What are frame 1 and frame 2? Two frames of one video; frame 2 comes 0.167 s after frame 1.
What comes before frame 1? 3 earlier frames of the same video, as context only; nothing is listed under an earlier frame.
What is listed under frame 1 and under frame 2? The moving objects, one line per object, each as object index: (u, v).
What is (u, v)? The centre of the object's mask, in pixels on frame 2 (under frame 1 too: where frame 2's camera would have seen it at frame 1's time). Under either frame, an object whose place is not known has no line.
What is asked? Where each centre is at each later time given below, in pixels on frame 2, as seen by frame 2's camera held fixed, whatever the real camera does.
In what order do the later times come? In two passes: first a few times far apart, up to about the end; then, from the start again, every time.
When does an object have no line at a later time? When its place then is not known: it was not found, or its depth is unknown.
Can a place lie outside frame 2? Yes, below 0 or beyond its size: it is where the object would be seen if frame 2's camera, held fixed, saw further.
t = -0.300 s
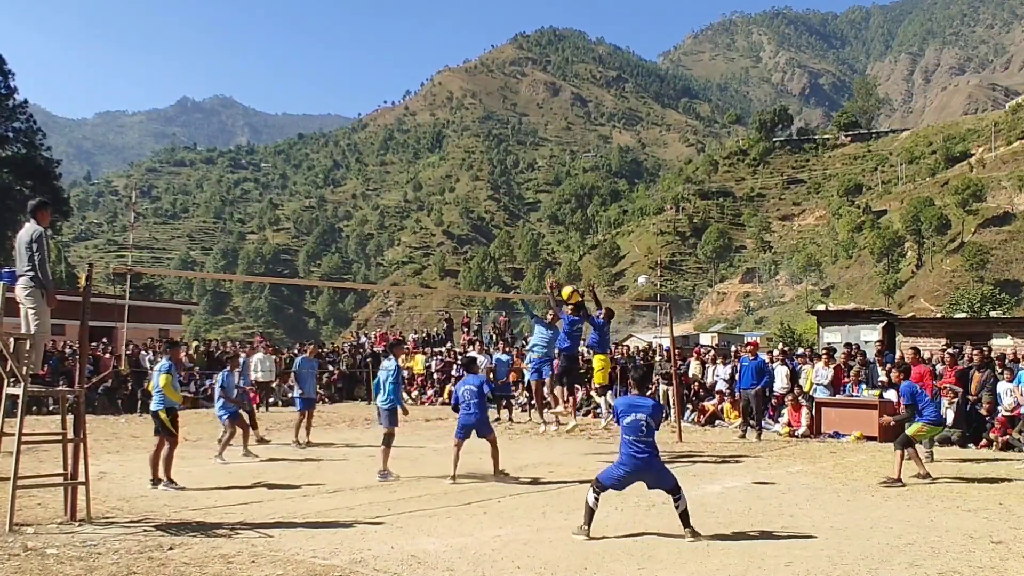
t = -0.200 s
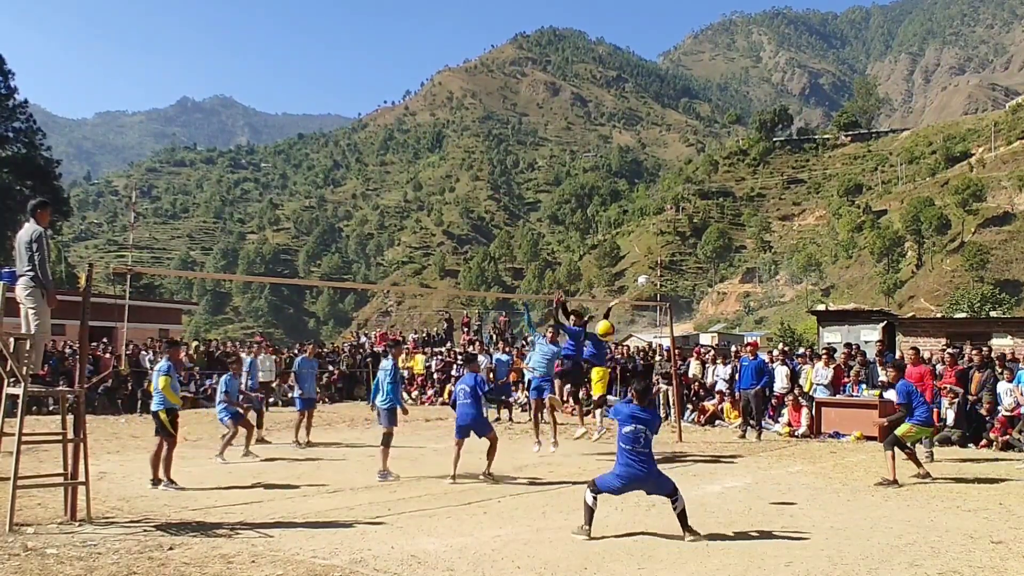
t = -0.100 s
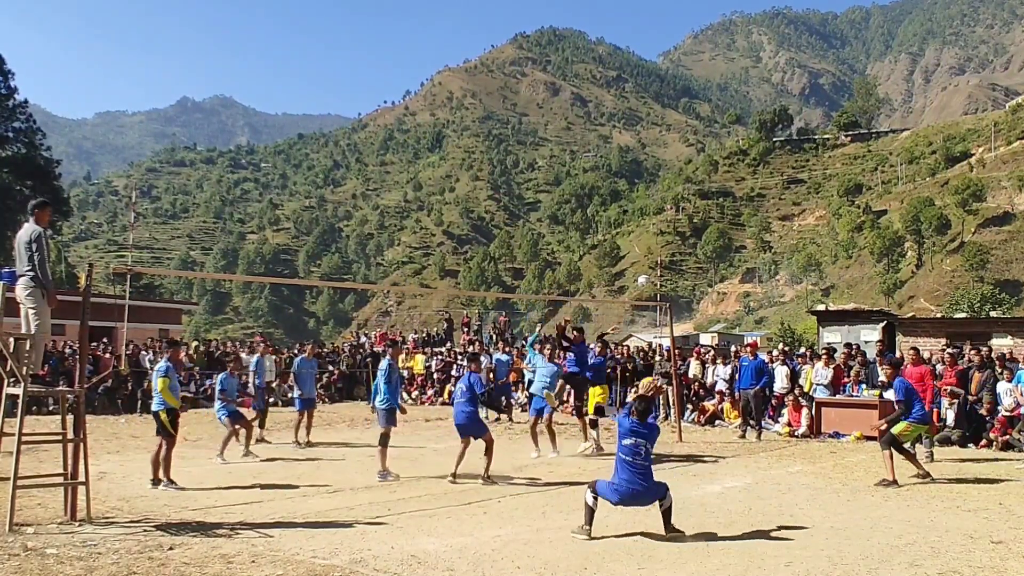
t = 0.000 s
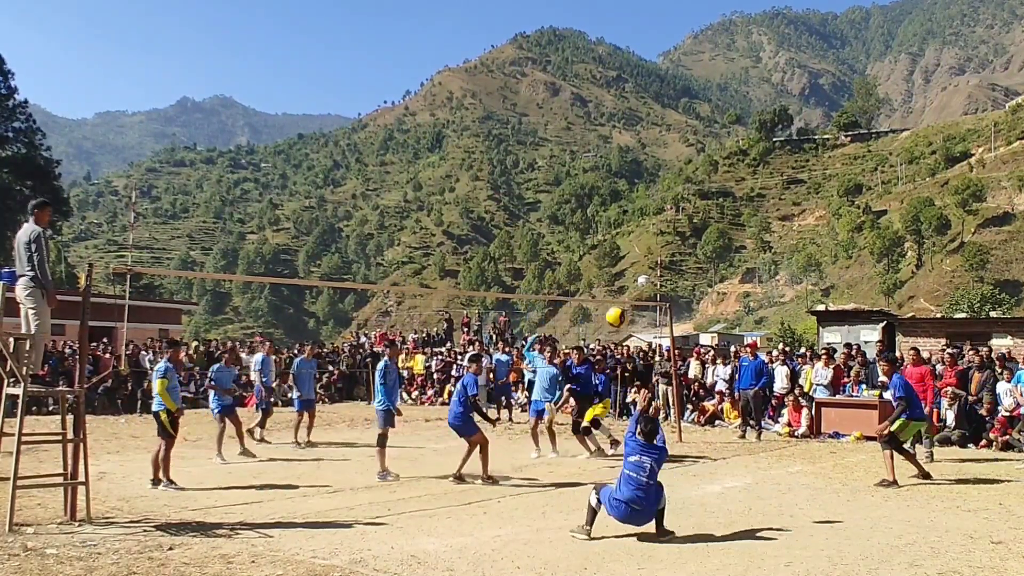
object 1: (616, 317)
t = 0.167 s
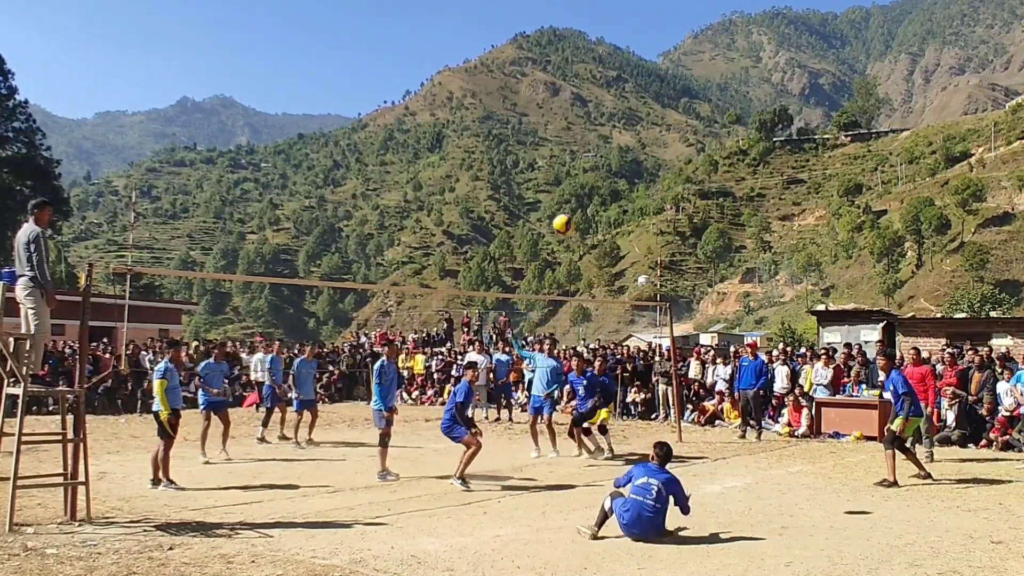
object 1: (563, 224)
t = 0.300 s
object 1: (523, 176)
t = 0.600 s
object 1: (440, 135)
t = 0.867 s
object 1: (374, 163)
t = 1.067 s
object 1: (327, 220)
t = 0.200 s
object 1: (553, 211)
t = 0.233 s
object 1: (543, 198)
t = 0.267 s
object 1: (533, 186)
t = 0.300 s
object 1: (523, 176)
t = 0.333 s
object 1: (514, 166)
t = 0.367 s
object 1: (505, 159)
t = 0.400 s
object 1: (494, 152)
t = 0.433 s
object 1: (485, 147)
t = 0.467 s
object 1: (476, 143)
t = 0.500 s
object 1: (467, 139)
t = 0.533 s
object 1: (458, 136)
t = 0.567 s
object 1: (449, 135)
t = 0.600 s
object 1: (440, 135)
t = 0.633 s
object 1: (432, 136)
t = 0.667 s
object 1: (424, 136)
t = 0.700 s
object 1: (416, 138)
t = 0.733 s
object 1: (406, 142)
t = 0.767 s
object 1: (398, 146)
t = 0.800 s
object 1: (388, 151)
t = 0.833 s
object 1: (381, 157)
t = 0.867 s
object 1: (374, 163)
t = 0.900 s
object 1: (364, 171)
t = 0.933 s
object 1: (358, 179)
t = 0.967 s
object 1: (349, 189)
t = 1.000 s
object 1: (341, 197)
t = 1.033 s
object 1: (334, 208)
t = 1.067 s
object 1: (327, 220)
